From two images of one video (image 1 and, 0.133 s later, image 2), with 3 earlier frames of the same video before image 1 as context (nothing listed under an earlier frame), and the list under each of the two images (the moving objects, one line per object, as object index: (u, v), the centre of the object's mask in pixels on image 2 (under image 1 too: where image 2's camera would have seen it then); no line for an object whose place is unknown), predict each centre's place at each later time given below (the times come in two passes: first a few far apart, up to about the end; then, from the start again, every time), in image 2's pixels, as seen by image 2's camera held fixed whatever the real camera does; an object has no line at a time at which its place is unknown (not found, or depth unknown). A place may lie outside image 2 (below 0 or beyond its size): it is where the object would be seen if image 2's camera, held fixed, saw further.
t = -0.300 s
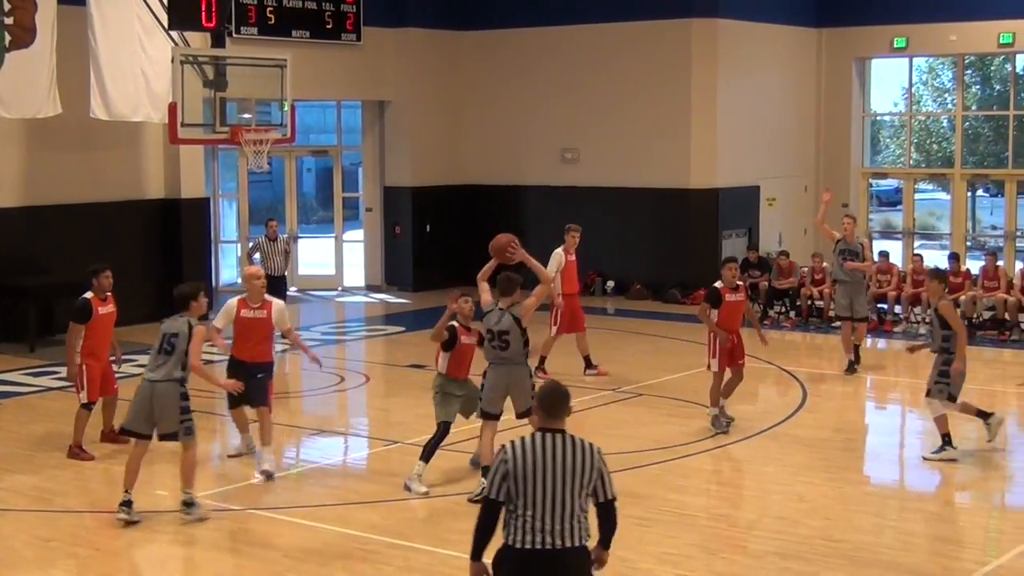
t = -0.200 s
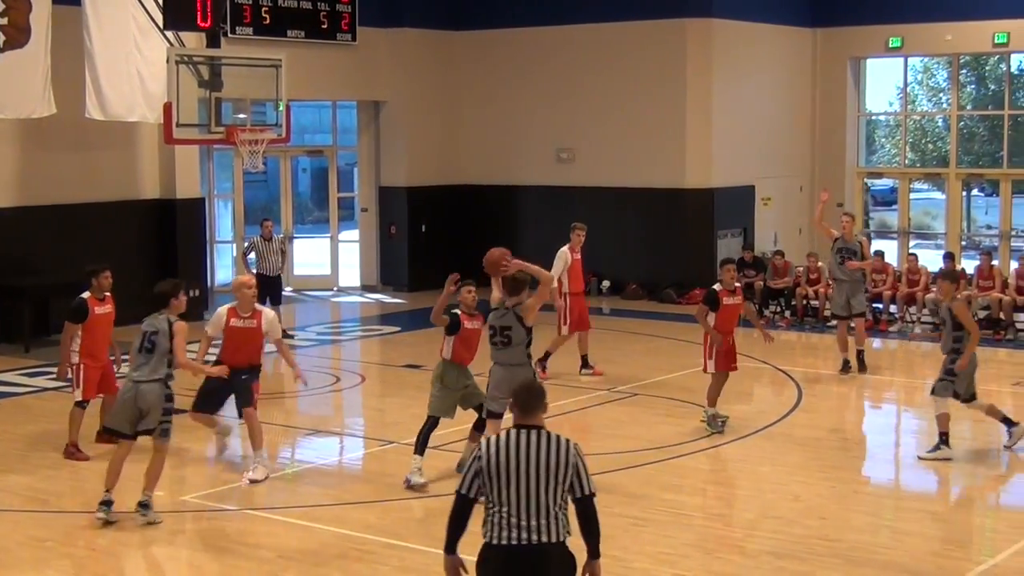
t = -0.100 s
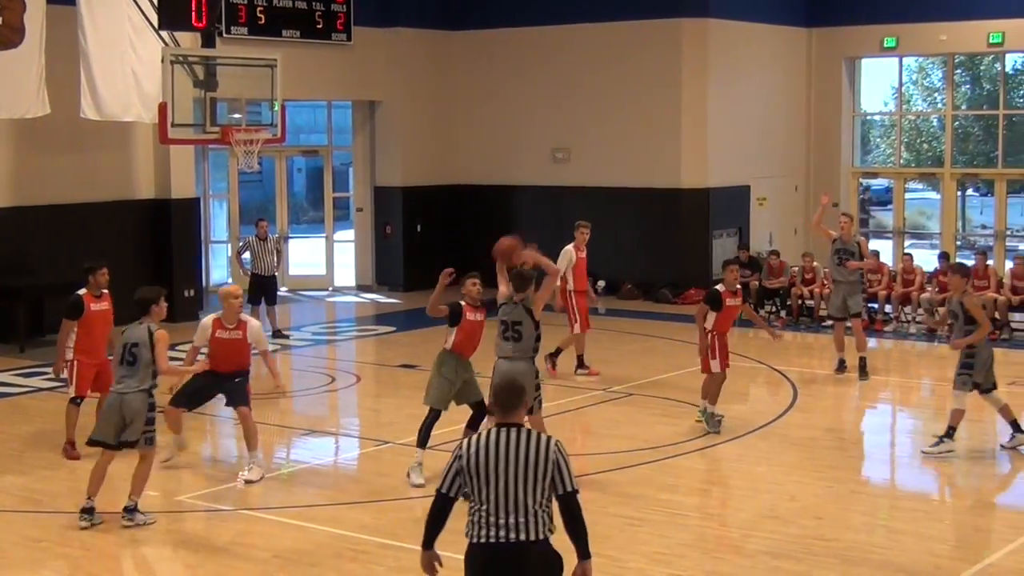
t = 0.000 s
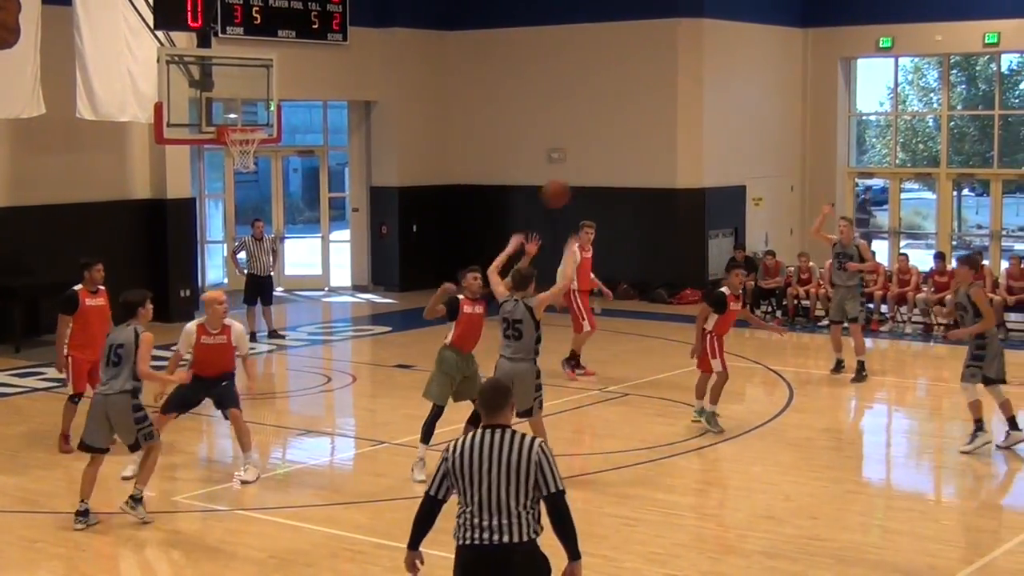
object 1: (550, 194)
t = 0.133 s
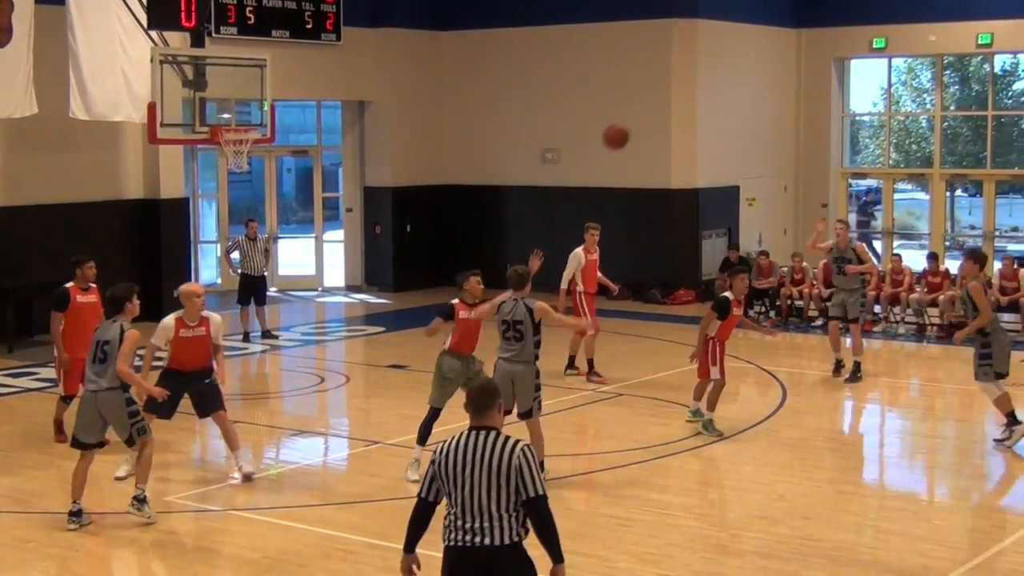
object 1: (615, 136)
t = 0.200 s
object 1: (646, 118)
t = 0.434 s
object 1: (736, 96)
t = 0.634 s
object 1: (801, 118)
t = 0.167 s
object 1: (631, 126)
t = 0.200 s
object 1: (646, 118)
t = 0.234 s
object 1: (660, 111)
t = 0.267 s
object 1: (673, 106)
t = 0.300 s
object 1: (687, 101)
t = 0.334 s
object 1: (700, 98)
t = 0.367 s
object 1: (712, 97)
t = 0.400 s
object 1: (724, 96)
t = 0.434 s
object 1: (736, 96)
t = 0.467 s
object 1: (748, 97)
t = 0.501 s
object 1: (759, 99)
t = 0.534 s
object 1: (770, 103)
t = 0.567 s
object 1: (780, 108)
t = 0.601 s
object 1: (791, 112)
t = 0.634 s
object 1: (801, 118)
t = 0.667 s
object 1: (811, 125)
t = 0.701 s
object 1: (822, 133)
